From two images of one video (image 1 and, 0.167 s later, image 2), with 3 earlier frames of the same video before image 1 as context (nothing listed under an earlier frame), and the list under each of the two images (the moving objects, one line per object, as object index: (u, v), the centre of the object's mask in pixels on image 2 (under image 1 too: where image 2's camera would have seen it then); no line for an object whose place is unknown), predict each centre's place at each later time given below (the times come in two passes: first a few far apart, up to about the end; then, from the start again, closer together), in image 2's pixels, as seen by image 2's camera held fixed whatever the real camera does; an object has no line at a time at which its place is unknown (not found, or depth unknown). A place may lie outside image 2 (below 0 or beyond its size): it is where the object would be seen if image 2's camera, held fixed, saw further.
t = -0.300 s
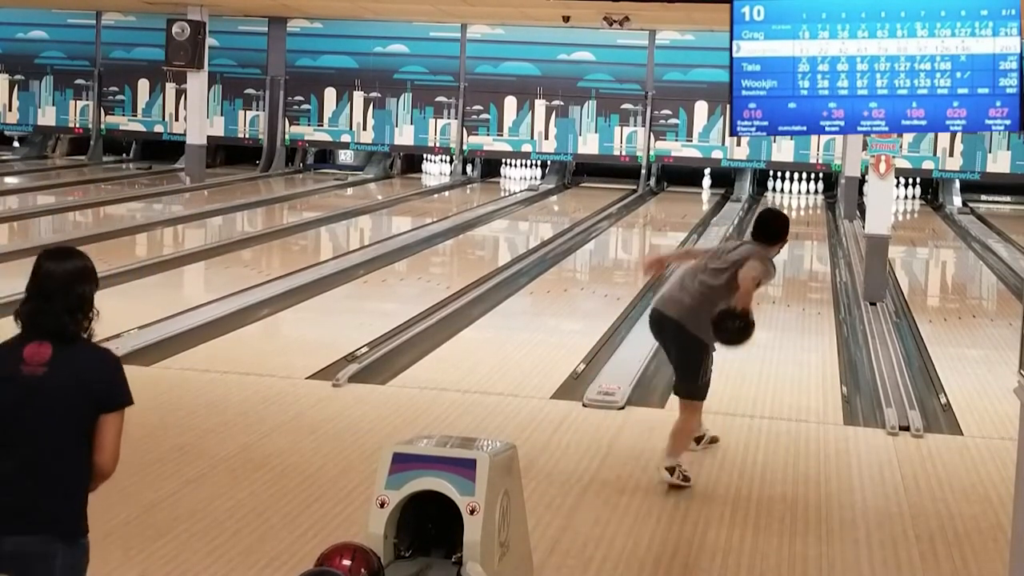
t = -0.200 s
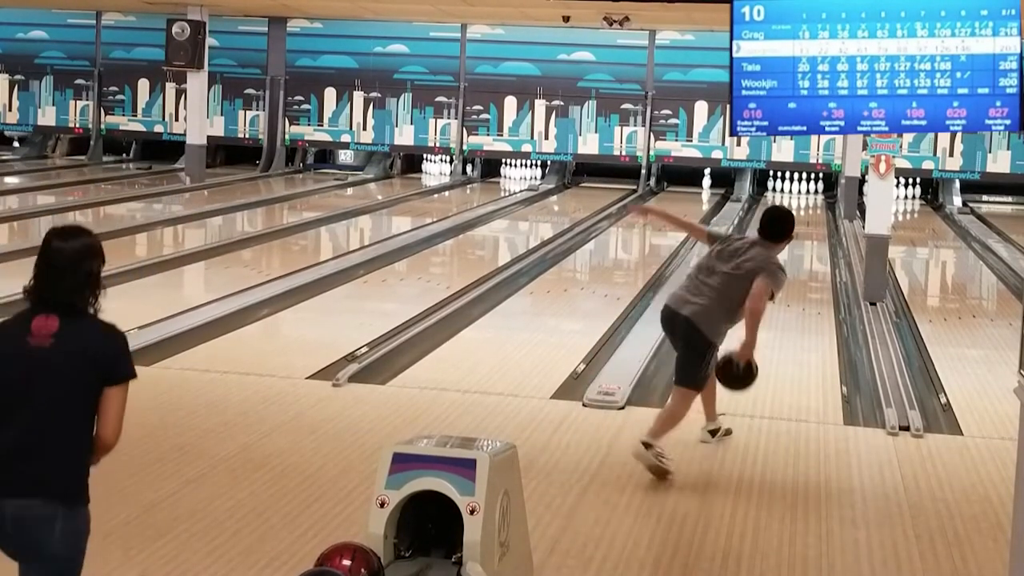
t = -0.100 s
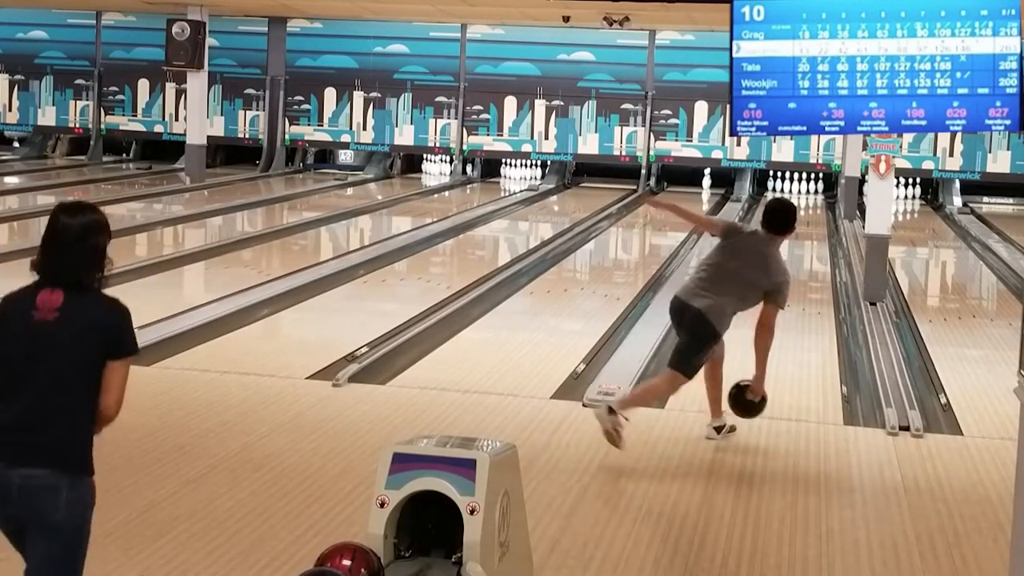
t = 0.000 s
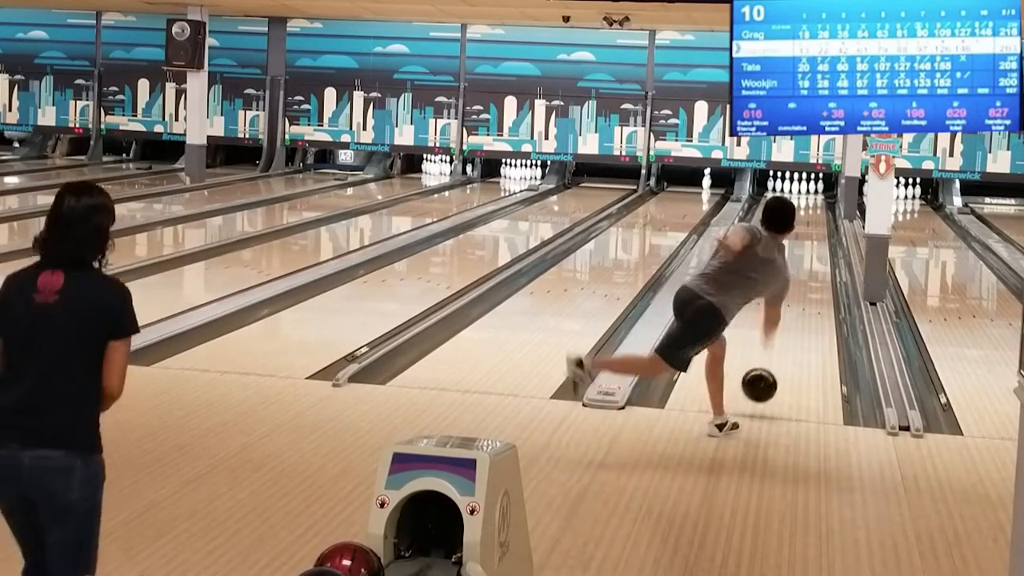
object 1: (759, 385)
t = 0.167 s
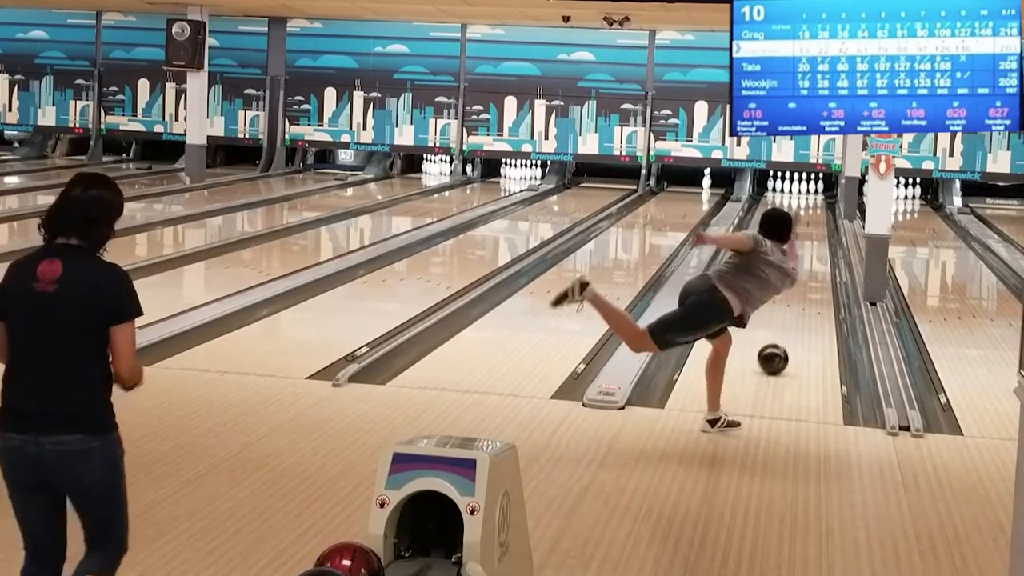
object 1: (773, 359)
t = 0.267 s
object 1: (780, 340)
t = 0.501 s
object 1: (796, 307)
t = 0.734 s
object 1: (804, 282)
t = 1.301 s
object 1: (814, 234)
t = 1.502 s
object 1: (816, 224)
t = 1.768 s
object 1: (817, 212)
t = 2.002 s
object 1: (816, 204)
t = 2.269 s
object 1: (810, 197)
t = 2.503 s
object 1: (805, 190)
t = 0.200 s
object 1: (775, 352)
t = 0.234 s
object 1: (778, 346)
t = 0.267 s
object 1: (780, 340)
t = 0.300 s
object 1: (782, 334)
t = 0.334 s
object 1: (783, 328)
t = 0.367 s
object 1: (782, 323)
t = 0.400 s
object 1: (780, 317)
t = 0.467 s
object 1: (798, 311)
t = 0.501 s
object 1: (796, 307)
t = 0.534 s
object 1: (796, 302)
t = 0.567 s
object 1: (797, 298)
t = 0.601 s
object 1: (798, 293)
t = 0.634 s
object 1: (799, 290)
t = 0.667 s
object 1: (800, 287)
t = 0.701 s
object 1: (802, 285)
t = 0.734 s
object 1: (804, 282)
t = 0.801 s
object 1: (807, 278)
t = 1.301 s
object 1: (814, 234)
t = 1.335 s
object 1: (815, 233)
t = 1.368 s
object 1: (815, 231)
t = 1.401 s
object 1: (815, 229)
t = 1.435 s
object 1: (816, 227)
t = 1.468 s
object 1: (816, 225)
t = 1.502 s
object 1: (816, 224)
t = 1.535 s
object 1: (816, 222)
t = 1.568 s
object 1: (817, 221)
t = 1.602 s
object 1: (817, 219)
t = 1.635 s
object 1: (817, 217)
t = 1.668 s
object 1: (818, 217)
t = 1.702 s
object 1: (818, 215)
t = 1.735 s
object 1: (817, 214)
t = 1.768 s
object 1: (817, 212)
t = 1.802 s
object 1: (817, 211)
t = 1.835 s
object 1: (817, 210)
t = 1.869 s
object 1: (817, 209)
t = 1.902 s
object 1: (817, 208)
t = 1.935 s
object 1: (817, 207)
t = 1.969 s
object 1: (816, 205)
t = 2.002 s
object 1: (816, 204)
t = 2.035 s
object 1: (816, 204)
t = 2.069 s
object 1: (815, 202)
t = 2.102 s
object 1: (814, 201)
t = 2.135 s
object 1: (814, 200)
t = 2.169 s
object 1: (813, 199)
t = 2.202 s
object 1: (812, 198)
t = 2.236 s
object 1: (811, 197)
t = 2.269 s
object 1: (810, 197)
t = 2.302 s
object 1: (810, 196)
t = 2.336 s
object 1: (809, 195)
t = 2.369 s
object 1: (808, 194)
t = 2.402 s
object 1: (808, 193)
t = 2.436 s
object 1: (807, 192)
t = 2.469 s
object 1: (806, 191)
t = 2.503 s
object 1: (805, 190)
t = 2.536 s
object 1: (804, 190)
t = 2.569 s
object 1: (804, 189)
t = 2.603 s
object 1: (803, 188)
